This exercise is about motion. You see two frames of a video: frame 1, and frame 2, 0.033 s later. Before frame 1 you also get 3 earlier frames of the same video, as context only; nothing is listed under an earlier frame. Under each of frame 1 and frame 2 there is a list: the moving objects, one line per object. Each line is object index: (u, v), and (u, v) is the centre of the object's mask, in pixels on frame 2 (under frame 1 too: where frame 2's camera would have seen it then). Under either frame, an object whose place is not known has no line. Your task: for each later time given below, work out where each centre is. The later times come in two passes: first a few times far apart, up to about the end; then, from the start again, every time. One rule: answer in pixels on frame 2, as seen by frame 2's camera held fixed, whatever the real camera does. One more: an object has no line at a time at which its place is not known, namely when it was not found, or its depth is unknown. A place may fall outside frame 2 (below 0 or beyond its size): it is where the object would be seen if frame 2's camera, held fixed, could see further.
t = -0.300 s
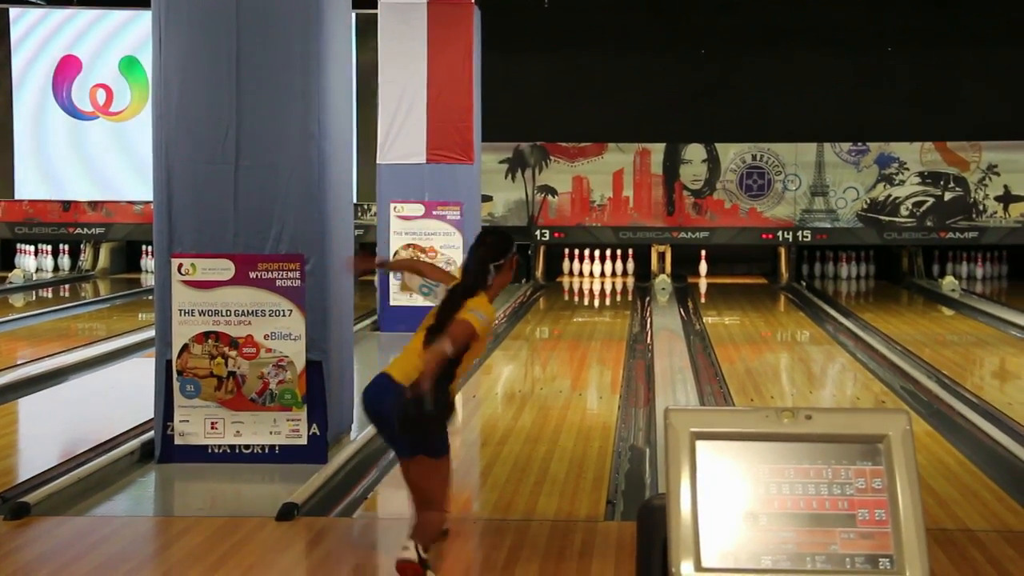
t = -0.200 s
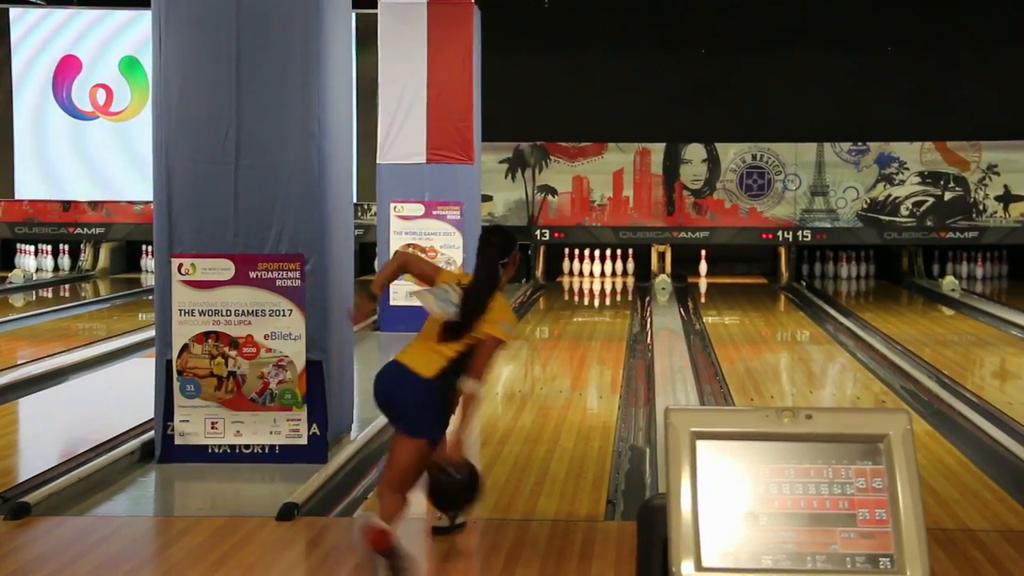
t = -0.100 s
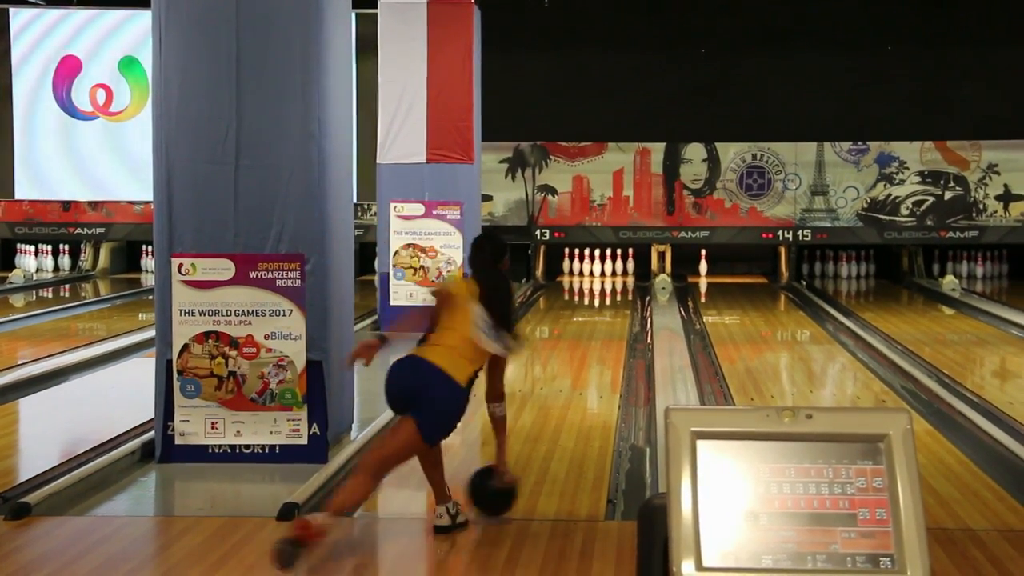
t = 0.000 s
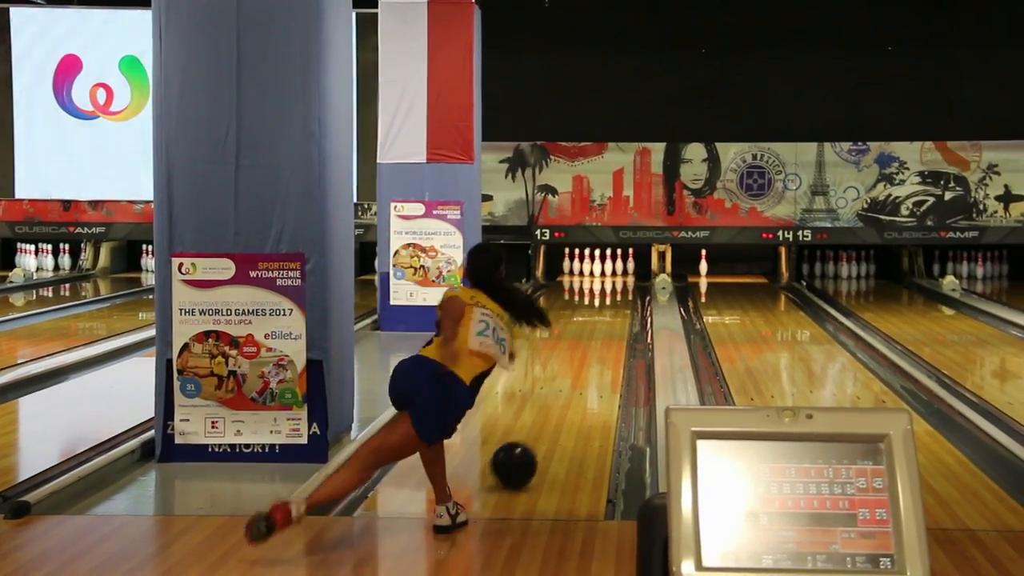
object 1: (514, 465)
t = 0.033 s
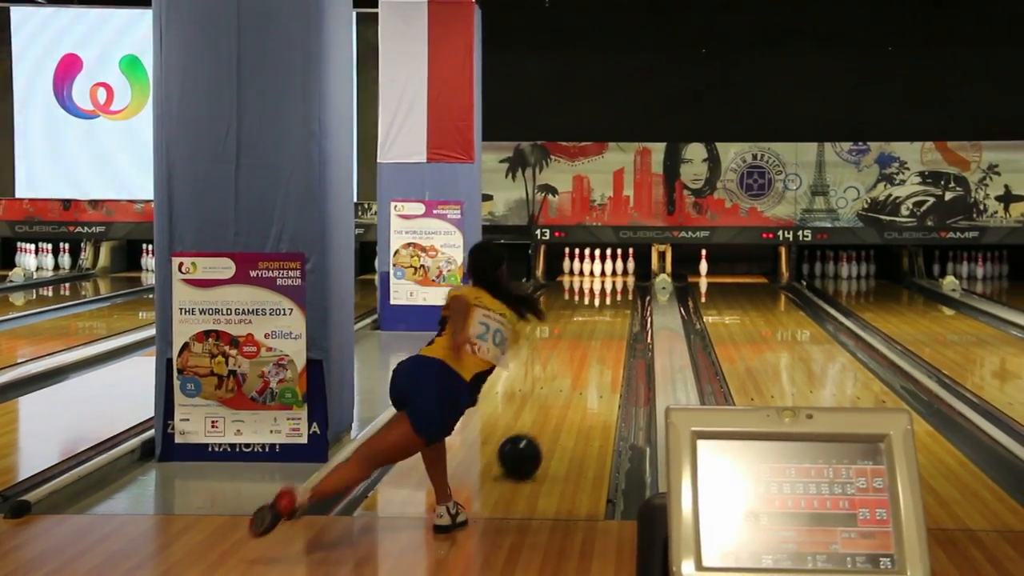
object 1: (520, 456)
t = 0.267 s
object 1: (552, 407)
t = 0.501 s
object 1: (574, 373)
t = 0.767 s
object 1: (591, 345)
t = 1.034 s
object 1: (603, 323)
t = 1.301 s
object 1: (612, 307)
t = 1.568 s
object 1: (616, 295)
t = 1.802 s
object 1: (615, 286)
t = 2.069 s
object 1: (608, 277)
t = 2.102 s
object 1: (608, 276)
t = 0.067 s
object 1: (525, 448)
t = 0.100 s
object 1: (530, 441)
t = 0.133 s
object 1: (535, 433)
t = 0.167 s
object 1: (540, 425)
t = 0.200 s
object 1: (544, 419)
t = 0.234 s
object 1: (548, 414)
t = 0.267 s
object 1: (552, 407)
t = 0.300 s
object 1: (555, 402)
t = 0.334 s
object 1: (559, 396)
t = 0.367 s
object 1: (562, 391)
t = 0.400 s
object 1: (565, 386)
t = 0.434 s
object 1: (568, 382)
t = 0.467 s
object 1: (571, 377)
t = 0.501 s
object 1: (574, 373)
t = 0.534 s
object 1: (576, 369)
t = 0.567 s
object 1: (579, 365)
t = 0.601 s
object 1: (581, 361)
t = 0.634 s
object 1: (583, 358)
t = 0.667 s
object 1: (585, 354)
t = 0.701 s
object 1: (587, 351)
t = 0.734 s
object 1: (589, 348)
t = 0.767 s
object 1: (591, 345)
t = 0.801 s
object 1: (593, 342)
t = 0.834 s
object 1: (594, 339)
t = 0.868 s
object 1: (596, 336)
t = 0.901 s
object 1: (598, 333)
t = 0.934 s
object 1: (599, 331)
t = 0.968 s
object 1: (601, 328)
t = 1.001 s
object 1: (602, 326)
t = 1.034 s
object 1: (603, 323)
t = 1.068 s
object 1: (605, 321)
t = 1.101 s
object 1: (606, 319)
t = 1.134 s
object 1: (607, 317)
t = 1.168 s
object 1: (608, 315)
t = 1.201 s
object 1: (609, 313)
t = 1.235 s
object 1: (610, 311)
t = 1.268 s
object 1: (611, 309)
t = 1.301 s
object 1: (612, 307)
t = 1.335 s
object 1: (613, 305)
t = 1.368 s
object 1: (614, 303)
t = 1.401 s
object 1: (614, 302)
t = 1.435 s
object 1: (614, 301)
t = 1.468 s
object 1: (614, 299)
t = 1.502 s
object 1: (615, 297)
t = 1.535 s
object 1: (615, 296)
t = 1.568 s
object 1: (616, 295)
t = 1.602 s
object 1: (616, 293)
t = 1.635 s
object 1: (616, 292)
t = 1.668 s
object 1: (616, 290)
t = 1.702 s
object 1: (616, 289)
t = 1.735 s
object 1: (616, 288)
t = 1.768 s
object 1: (616, 287)
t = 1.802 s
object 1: (615, 286)
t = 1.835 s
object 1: (615, 284)
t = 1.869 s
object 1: (614, 283)
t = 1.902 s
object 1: (613, 282)
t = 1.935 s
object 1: (612, 281)
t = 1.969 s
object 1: (611, 280)
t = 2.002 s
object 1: (610, 279)
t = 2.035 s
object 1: (609, 278)
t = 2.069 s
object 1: (608, 277)
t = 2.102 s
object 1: (608, 276)
